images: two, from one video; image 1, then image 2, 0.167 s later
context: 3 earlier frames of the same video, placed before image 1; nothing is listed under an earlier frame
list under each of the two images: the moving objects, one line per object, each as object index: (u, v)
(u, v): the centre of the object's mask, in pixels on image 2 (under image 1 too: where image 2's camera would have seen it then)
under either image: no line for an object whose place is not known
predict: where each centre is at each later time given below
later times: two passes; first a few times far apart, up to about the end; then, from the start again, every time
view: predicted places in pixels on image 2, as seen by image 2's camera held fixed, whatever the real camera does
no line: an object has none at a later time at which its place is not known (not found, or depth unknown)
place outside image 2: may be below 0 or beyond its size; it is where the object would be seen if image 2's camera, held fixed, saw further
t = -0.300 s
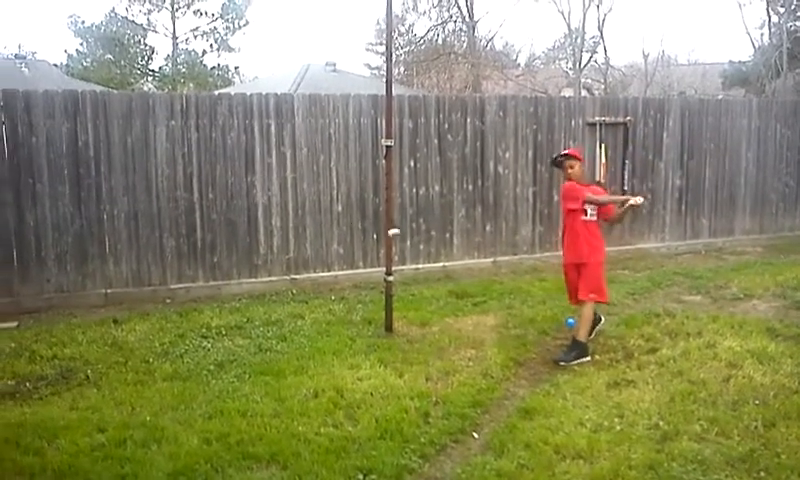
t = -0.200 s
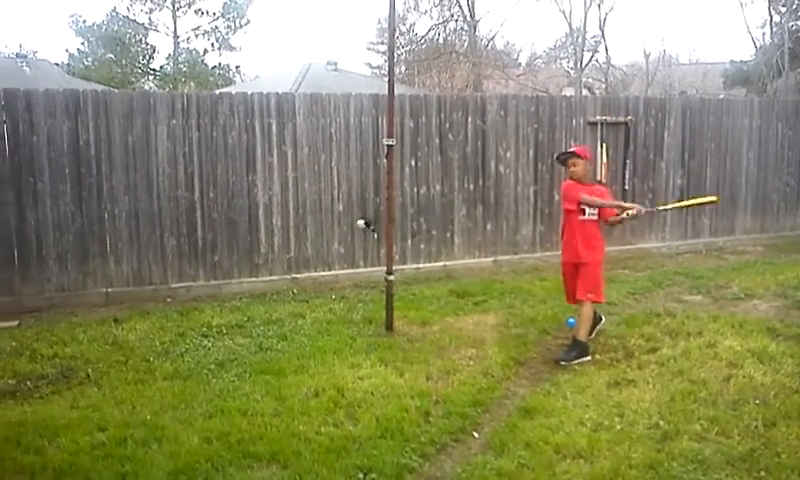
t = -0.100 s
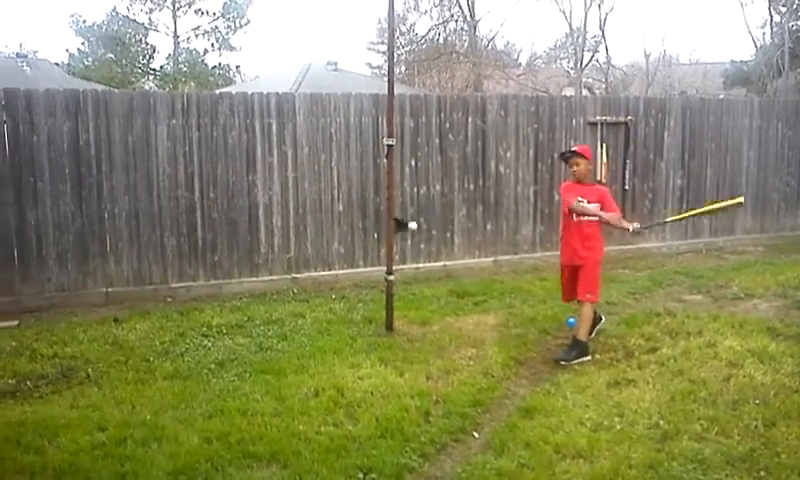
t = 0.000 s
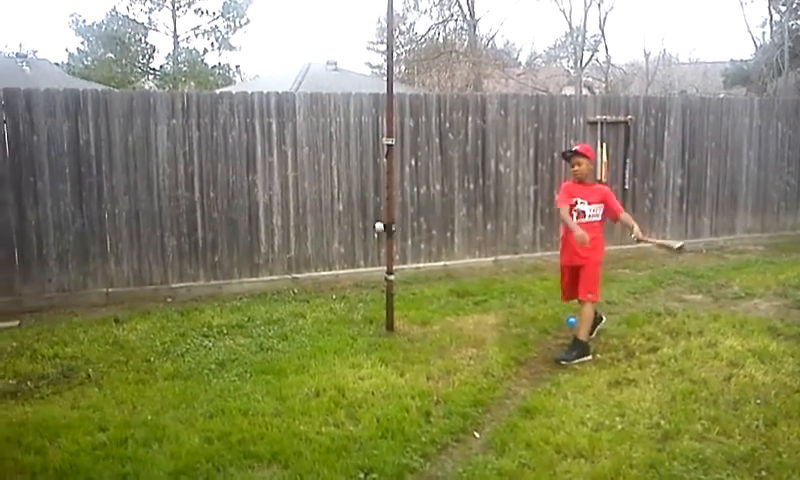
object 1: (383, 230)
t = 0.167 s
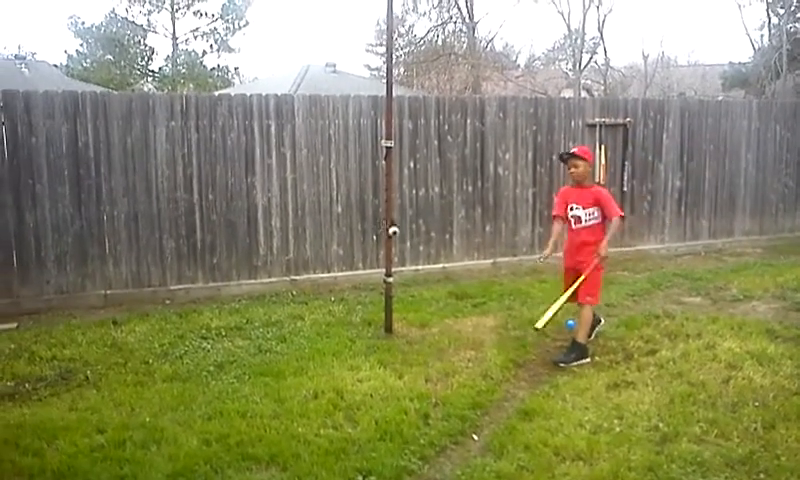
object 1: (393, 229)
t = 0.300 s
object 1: (400, 226)
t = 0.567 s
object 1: (373, 234)
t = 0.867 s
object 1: (408, 226)
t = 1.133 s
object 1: (346, 235)
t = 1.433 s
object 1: (439, 238)
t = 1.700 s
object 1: (383, 229)
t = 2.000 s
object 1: (329, 243)
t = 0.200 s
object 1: (399, 228)
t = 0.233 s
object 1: (402, 227)
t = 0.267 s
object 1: (402, 227)
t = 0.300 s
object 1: (400, 226)
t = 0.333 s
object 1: (396, 224)
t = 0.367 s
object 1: (383, 224)
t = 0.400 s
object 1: (370, 224)
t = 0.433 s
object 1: (366, 227)
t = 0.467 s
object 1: (365, 228)
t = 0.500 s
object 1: (363, 230)
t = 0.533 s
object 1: (366, 231)
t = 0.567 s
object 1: (373, 234)
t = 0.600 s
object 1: (381, 235)
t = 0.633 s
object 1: (396, 234)
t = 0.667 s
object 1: (409, 233)
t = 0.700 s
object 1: (416, 232)
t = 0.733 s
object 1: (420, 231)
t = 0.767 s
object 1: (422, 230)
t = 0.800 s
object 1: (421, 228)
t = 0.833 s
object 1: (417, 227)
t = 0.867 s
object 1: (408, 226)
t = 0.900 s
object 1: (400, 224)
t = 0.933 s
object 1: (392, 225)
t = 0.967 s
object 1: (375, 224)
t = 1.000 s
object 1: (353, 227)
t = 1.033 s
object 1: (351, 229)
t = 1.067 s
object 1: (344, 231)
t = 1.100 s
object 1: (344, 233)
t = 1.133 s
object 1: (346, 235)
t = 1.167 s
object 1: (351, 238)
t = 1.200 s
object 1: (358, 241)
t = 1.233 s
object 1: (371, 241)
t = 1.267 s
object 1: (385, 243)
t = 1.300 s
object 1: (401, 243)
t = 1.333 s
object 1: (415, 242)
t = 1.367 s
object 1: (427, 241)
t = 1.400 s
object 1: (433, 239)
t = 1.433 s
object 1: (439, 238)
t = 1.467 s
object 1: (442, 236)
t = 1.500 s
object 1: (441, 234)
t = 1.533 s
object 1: (438, 233)
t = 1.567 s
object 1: (431, 230)
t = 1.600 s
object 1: (423, 229)
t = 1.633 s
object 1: (412, 229)
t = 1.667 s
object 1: (402, 228)
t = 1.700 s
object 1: (383, 229)
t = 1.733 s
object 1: (373, 227)
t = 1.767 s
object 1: (359, 228)
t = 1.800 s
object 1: (352, 230)
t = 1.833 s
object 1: (343, 232)
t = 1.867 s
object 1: (334, 234)
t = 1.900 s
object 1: (328, 236)
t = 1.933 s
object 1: (326, 238)
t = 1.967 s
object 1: (327, 241)
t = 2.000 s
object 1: (329, 243)
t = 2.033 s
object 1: (335, 246)
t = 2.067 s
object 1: (344, 248)
